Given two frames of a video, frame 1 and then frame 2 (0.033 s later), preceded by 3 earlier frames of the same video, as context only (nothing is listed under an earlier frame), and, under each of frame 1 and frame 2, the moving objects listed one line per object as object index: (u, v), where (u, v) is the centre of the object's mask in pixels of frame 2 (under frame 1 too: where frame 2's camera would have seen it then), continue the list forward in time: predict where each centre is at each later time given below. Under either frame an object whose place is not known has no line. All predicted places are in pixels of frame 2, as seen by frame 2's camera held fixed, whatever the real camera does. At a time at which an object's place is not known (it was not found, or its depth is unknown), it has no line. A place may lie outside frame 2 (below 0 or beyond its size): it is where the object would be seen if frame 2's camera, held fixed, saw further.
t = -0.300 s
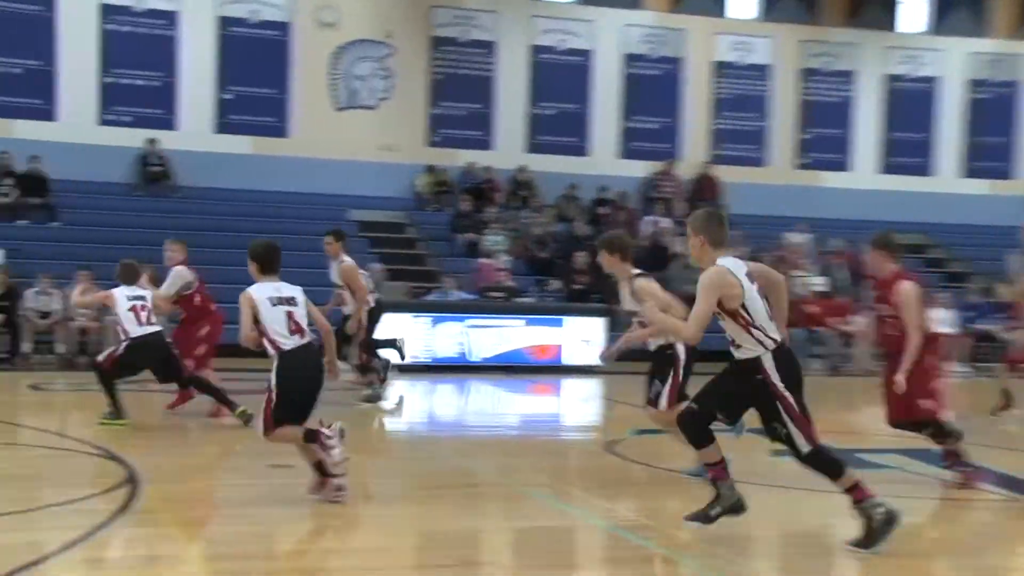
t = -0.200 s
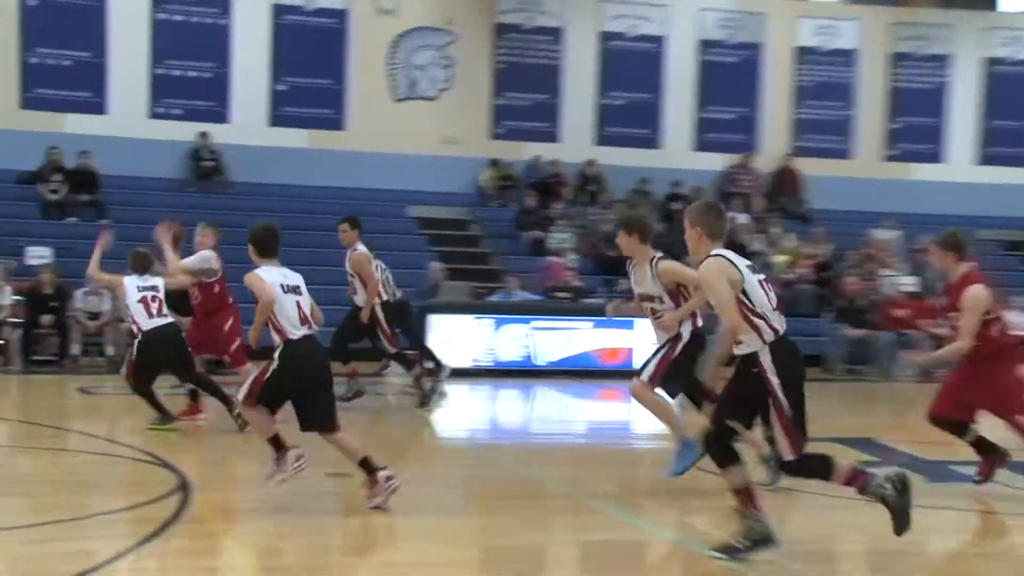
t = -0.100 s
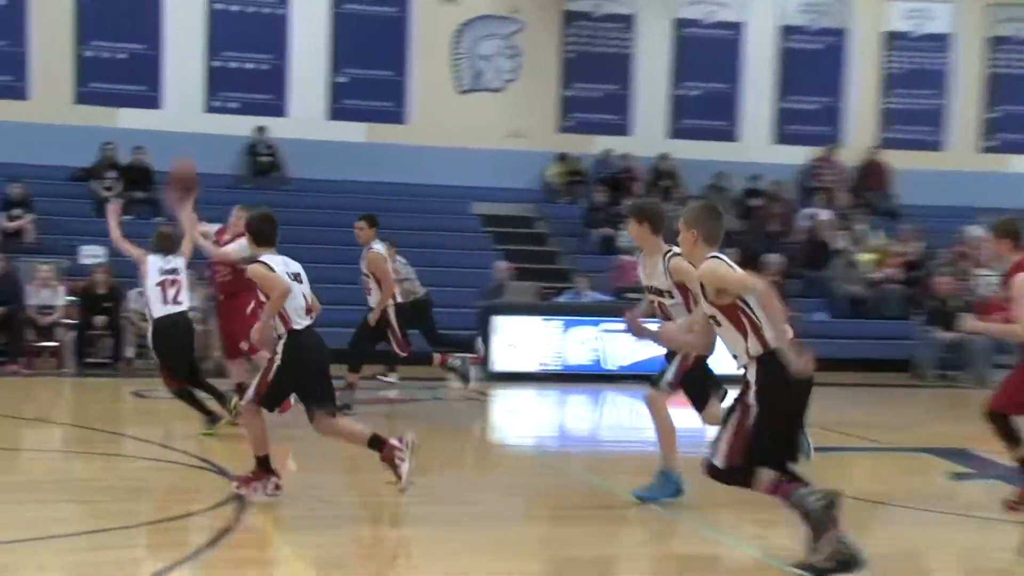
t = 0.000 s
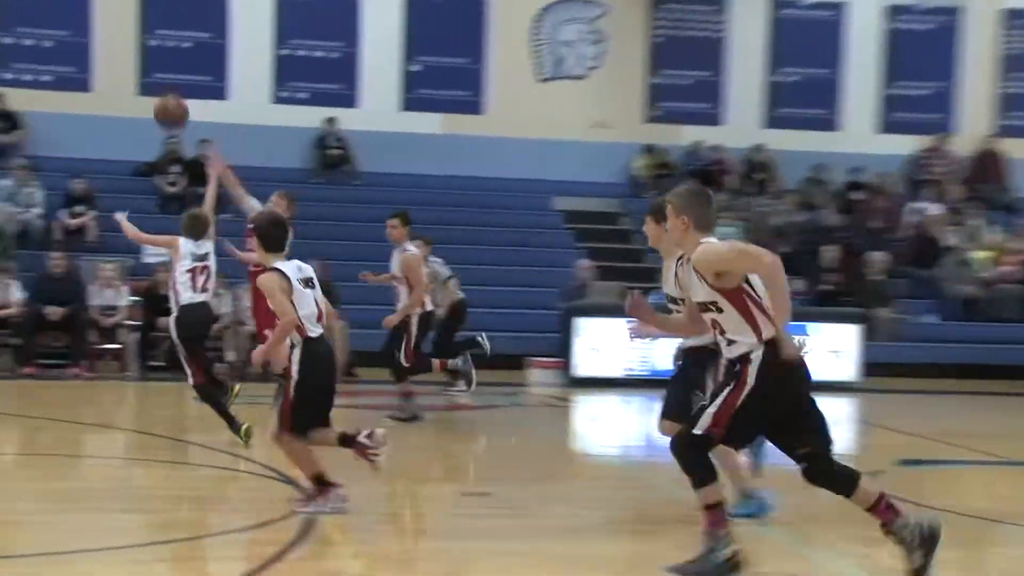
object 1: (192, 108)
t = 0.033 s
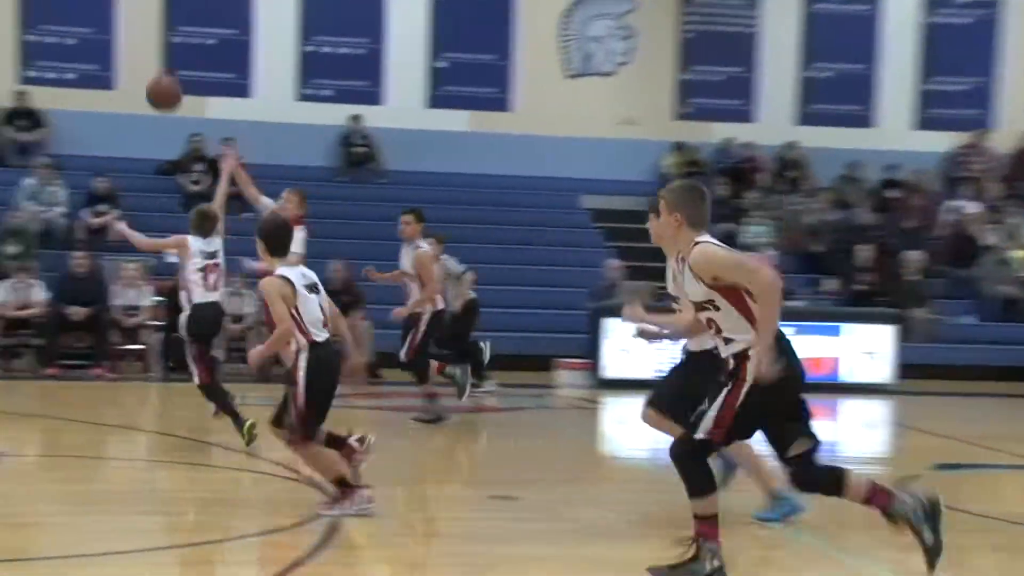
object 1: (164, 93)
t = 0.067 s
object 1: (131, 77)
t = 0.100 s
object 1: (97, 59)
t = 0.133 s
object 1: (62, 46)
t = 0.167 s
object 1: (23, 33)
